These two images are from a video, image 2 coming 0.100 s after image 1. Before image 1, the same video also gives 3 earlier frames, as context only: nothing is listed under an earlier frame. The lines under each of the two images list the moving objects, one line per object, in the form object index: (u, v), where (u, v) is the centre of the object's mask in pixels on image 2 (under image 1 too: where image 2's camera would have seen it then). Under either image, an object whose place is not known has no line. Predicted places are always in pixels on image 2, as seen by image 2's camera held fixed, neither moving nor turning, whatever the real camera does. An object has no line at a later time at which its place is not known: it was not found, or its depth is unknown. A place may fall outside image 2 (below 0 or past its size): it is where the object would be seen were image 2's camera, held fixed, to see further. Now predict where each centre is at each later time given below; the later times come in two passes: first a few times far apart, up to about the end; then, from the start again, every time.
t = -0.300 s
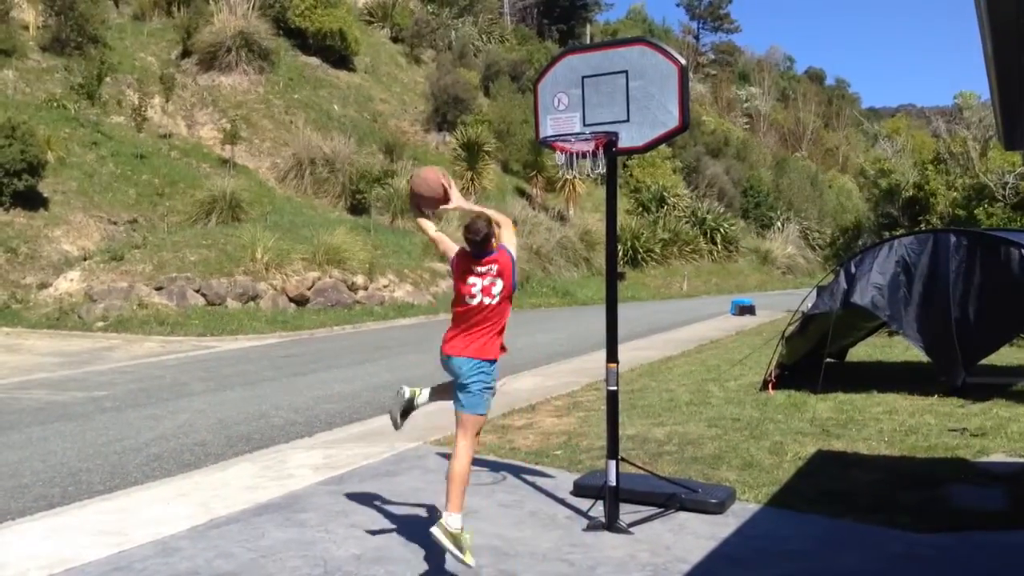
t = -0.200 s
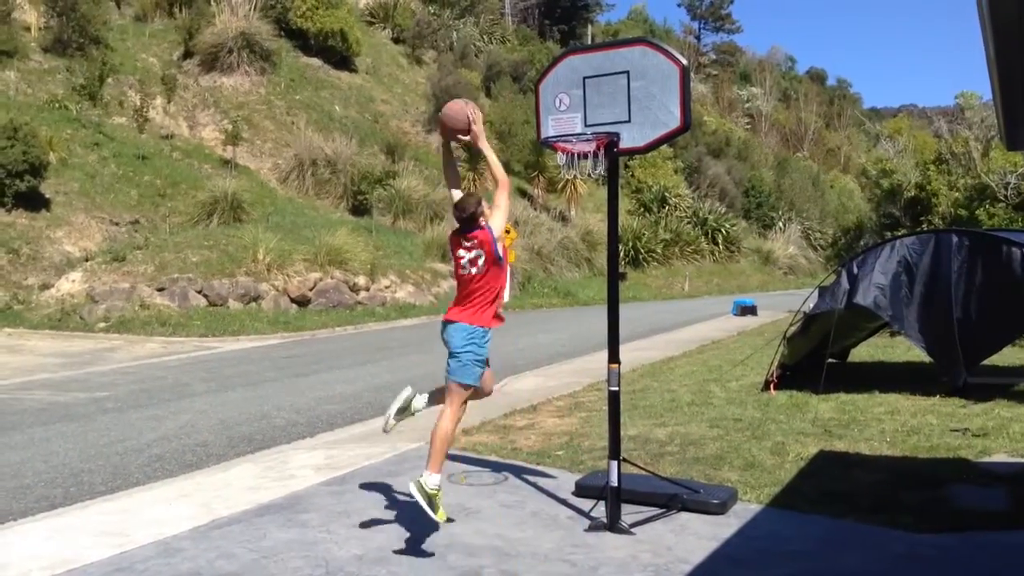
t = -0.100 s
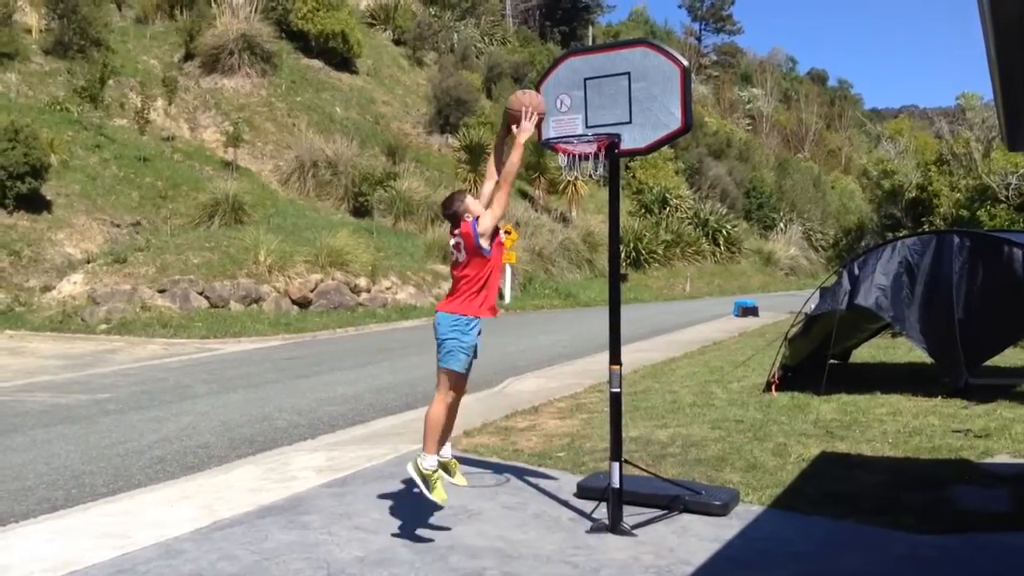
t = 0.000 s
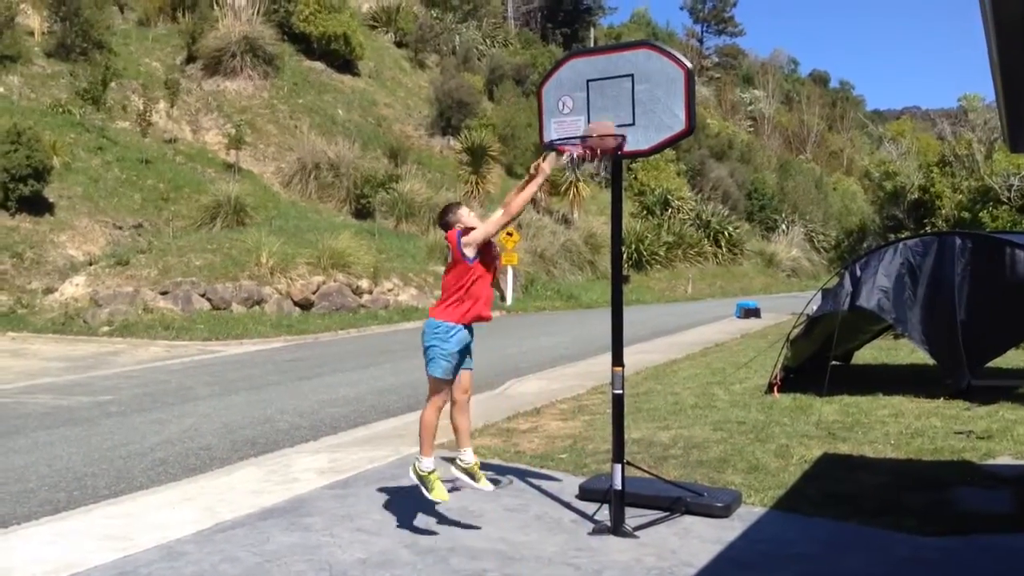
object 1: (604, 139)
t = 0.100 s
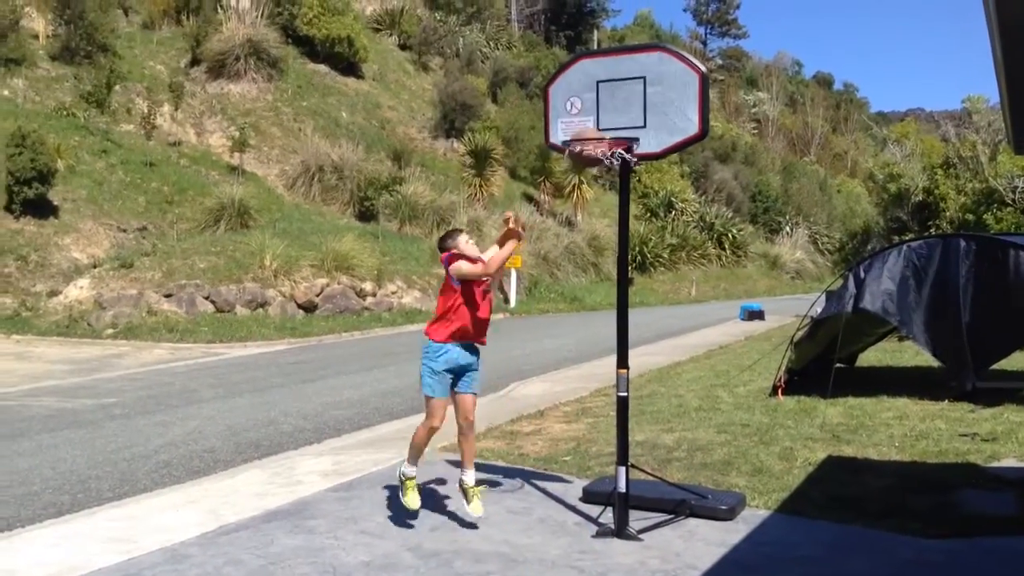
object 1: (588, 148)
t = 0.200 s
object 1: (593, 157)
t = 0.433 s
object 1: (614, 229)
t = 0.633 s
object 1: (636, 366)
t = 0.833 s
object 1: (660, 558)
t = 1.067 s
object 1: (692, 361)
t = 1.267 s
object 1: (724, 262)
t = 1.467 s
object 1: (758, 240)
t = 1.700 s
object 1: (799, 318)
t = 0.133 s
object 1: (588, 157)
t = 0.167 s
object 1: (591, 155)
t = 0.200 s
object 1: (593, 157)
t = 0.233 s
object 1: (596, 161)
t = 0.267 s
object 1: (599, 169)
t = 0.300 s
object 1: (602, 176)
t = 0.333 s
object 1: (605, 186)
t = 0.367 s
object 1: (608, 198)
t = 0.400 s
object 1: (610, 212)
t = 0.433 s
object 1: (614, 229)
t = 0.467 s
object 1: (619, 245)
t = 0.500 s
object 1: (622, 266)
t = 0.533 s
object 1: (626, 288)
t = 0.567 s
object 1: (629, 312)
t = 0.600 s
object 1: (632, 338)
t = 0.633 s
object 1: (636, 366)
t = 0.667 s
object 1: (639, 395)
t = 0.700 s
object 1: (644, 427)
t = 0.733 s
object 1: (649, 460)
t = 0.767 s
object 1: (653, 496)
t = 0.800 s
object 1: (657, 536)
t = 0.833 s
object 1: (660, 558)
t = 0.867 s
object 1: (665, 537)
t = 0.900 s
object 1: (670, 502)
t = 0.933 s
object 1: (673, 469)
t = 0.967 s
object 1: (679, 440)
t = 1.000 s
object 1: (683, 411)
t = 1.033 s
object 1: (687, 385)
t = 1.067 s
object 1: (692, 361)
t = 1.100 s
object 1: (698, 340)
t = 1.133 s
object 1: (702, 320)
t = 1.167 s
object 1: (708, 302)
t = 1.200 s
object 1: (713, 287)
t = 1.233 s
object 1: (718, 273)
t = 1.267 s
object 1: (724, 262)
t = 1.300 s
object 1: (728, 253)
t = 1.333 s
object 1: (734, 246)
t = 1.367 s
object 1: (740, 241)
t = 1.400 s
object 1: (745, 239)
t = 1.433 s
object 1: (752, 238)
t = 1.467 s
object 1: (758, 240)
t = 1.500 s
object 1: (763, 244)
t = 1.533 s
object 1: (769, 251)
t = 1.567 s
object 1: (775, 260)
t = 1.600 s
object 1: (780, 271)
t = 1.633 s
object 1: (787, 284)
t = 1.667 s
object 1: (793, 300)
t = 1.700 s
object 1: (799, 318)
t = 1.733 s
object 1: (798, 335)
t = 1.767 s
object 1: (797, 351)
